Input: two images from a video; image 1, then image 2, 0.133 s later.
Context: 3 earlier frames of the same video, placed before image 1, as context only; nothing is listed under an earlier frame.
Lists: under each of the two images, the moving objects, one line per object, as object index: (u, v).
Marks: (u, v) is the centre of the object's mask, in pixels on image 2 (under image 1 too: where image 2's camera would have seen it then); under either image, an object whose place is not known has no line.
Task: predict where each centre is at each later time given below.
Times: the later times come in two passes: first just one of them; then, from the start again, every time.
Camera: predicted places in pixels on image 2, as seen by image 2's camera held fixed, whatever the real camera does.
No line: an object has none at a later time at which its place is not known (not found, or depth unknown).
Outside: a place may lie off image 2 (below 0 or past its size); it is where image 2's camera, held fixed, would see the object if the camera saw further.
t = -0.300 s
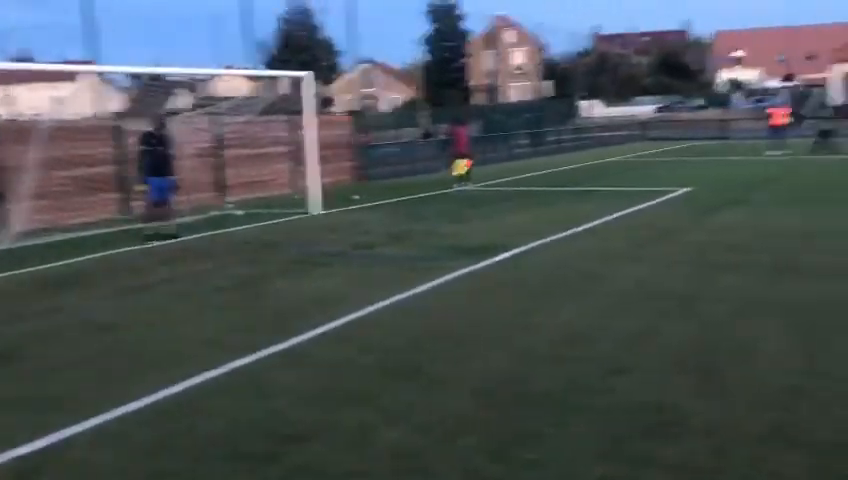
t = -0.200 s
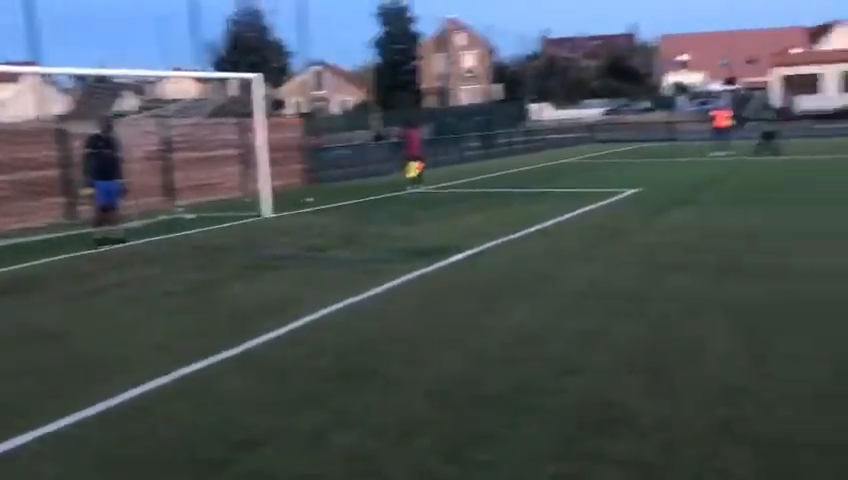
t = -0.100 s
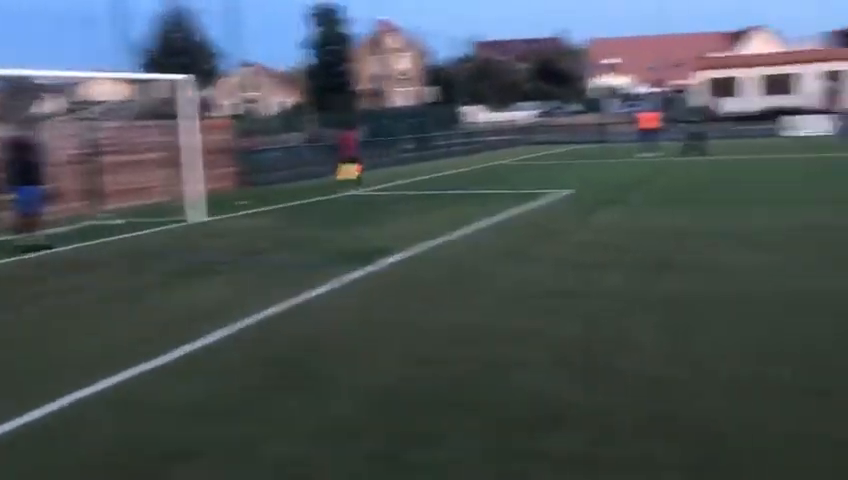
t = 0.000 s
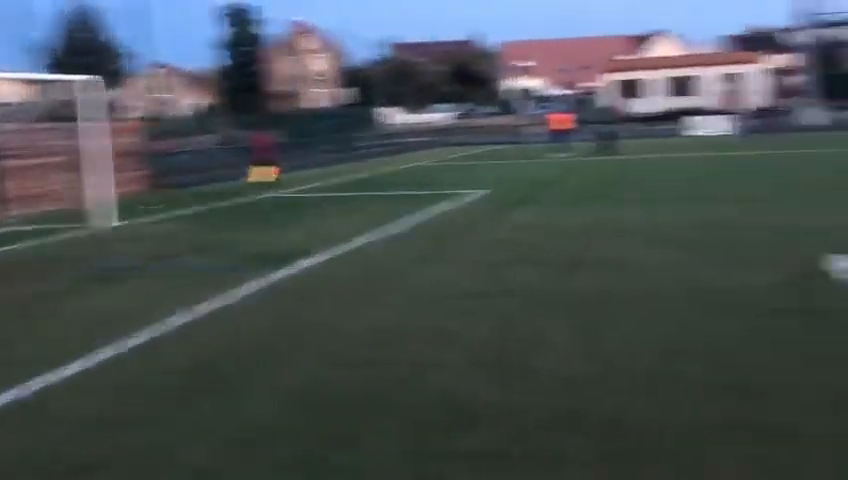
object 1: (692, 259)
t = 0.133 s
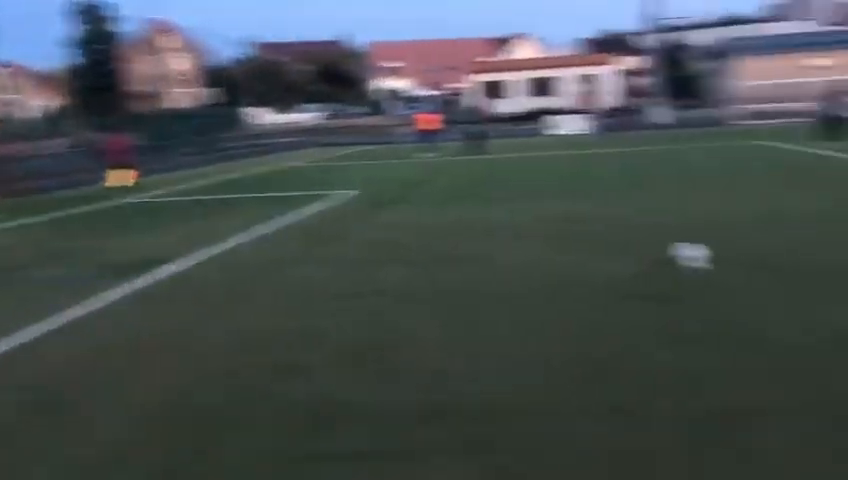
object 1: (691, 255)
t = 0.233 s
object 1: (687, 253)
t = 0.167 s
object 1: (689, 254)
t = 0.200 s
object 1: (687, 254)
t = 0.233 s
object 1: (687, 253)
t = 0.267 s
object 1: (685, 252)
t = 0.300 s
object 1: (685, 252)
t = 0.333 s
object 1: (684, 252)
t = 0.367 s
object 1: (684, 251)
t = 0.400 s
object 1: (684, 251)
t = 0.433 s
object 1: (684, 251)
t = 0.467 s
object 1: (683, 251)
